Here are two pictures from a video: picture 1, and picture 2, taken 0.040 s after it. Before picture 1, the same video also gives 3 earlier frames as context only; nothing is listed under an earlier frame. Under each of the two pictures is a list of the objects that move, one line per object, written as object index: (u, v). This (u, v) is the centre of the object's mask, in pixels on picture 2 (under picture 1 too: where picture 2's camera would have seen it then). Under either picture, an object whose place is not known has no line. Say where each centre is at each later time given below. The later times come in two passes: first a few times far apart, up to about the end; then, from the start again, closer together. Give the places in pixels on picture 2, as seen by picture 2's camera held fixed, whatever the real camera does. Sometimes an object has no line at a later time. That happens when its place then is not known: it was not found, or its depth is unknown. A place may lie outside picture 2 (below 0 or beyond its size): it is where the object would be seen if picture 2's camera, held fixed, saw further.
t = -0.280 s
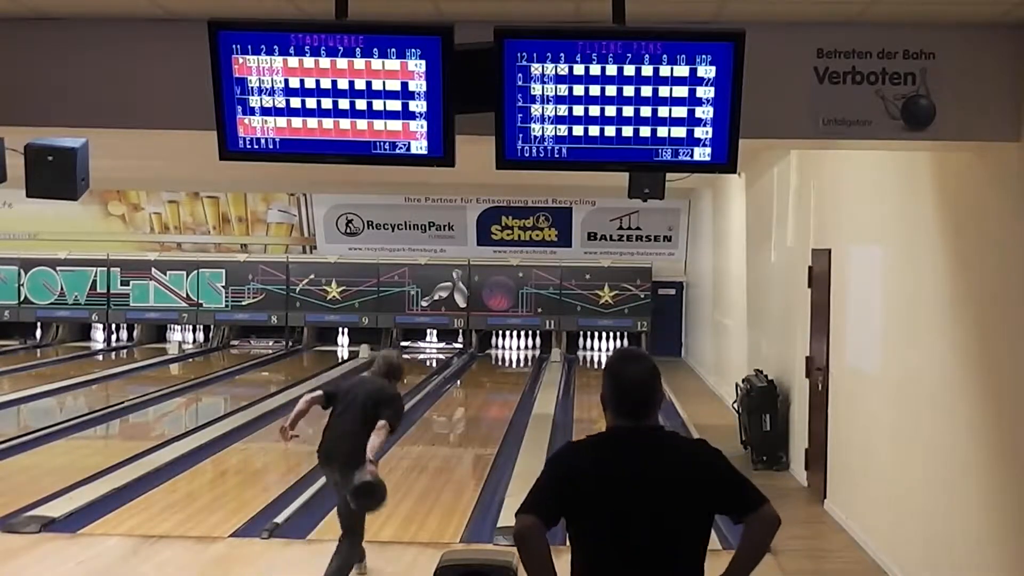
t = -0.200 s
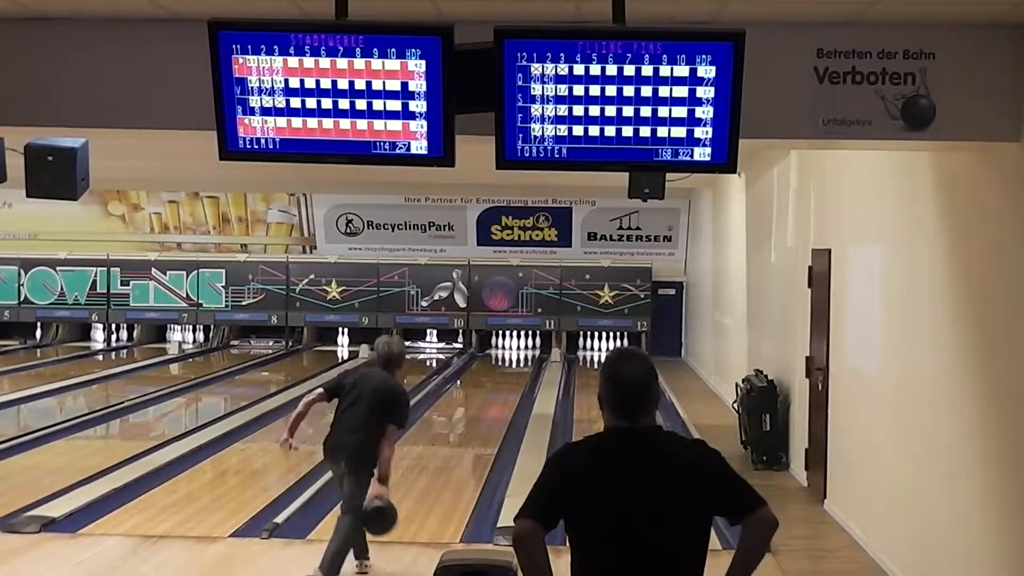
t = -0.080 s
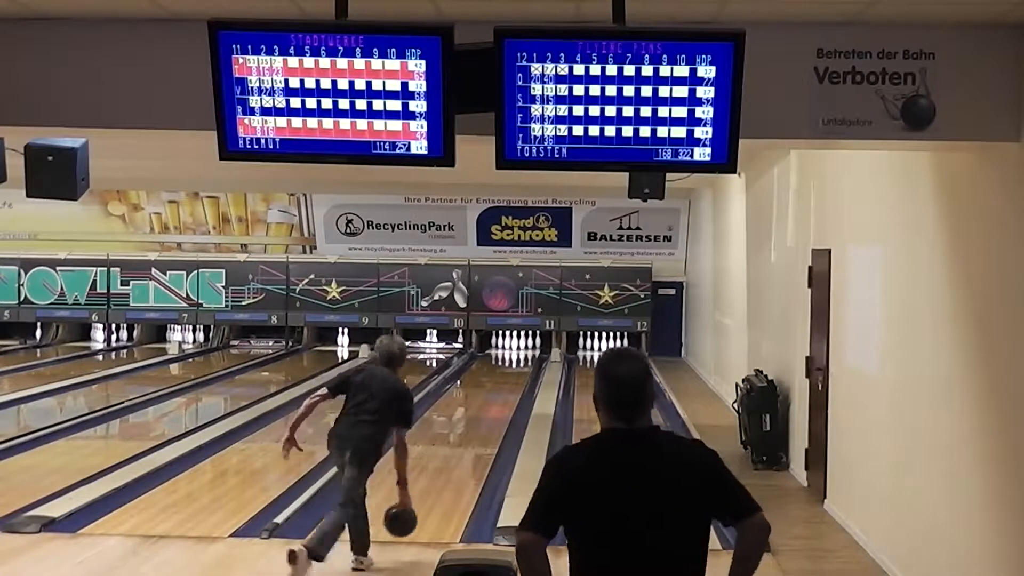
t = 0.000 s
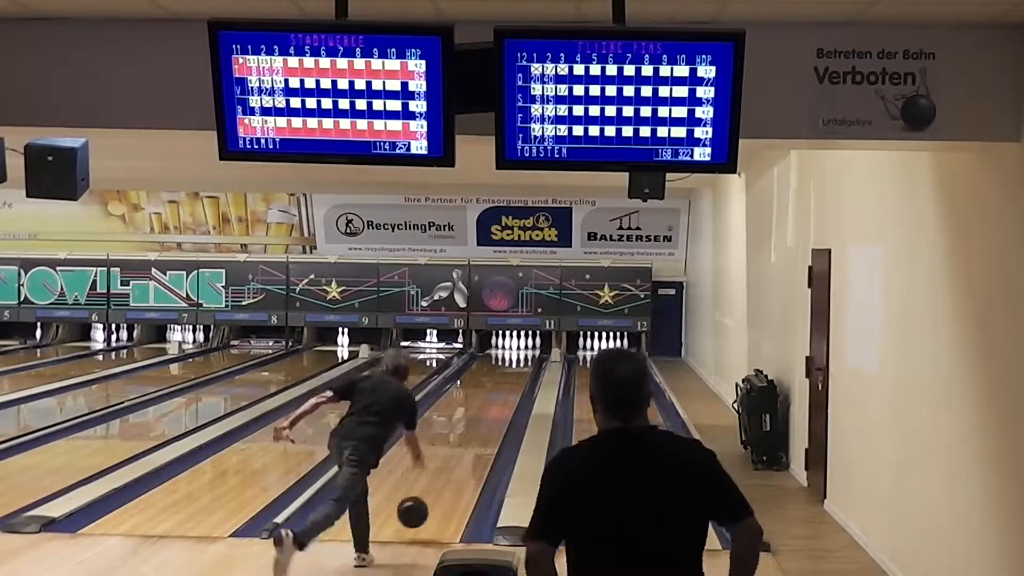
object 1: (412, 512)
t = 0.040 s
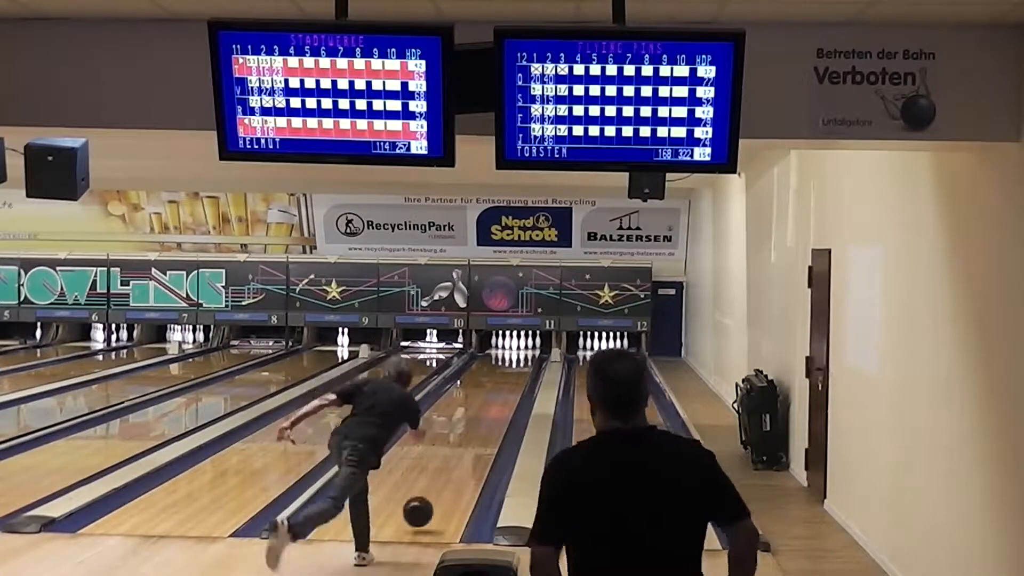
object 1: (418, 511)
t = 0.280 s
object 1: (444, 475)
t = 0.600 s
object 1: (467, 435)
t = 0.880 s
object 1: (482, 411)
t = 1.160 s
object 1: (493, 393)
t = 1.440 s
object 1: (501, 380)
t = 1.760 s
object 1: (508, 366)
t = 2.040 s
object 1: (513, 357)
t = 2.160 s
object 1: (514, 352)
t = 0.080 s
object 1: (423, 509)
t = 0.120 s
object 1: (428, 498)
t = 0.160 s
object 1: (432, 490)
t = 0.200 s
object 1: (436, 485)
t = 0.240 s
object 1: (440, 481)
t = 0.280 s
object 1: (444, 475)
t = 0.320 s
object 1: (443, 474)
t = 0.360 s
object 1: (454, 462)
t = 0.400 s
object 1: (454, 458)
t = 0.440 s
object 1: (457, 453)
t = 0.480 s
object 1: (460, 448)
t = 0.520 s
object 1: (462, 443)
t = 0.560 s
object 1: (465, 439)
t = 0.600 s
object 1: (467, 435)
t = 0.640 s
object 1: (470, 431)
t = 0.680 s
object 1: (472, 427)
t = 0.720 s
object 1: (474, 424)
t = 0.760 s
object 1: (476, 421)
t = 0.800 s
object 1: (478, 417)
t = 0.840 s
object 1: (480, 414)
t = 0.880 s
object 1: (482, 411)
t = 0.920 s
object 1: (480, 407)
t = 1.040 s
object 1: (489, 397)
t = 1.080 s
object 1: (490, 398)
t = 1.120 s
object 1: (491, 395)
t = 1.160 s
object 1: (493, 393)
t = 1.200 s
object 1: (494, 391)
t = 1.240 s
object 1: (495, 389)
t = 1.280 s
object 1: (496, 387)
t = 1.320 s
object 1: (498, 385)
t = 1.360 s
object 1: (499, 383)
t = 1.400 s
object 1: (500, 381)
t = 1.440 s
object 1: (501, 380)
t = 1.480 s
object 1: (502, 378)
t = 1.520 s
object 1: (503, 376)
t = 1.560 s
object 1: (504, 374)
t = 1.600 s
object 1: (505, 372)
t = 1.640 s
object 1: (506, 371)
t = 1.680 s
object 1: (506, 369)
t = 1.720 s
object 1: (507, 368)
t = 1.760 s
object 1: (508, 366)
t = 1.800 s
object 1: (509, 365)
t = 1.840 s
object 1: (509, 363)
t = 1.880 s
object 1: (510, 362)
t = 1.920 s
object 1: (510, 360)
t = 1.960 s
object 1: (512, 359)
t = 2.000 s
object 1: (512, 358)
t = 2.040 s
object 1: (513, 357)
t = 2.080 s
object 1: (514, 356)
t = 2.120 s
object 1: (513, 354)
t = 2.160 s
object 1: (514, 352)
